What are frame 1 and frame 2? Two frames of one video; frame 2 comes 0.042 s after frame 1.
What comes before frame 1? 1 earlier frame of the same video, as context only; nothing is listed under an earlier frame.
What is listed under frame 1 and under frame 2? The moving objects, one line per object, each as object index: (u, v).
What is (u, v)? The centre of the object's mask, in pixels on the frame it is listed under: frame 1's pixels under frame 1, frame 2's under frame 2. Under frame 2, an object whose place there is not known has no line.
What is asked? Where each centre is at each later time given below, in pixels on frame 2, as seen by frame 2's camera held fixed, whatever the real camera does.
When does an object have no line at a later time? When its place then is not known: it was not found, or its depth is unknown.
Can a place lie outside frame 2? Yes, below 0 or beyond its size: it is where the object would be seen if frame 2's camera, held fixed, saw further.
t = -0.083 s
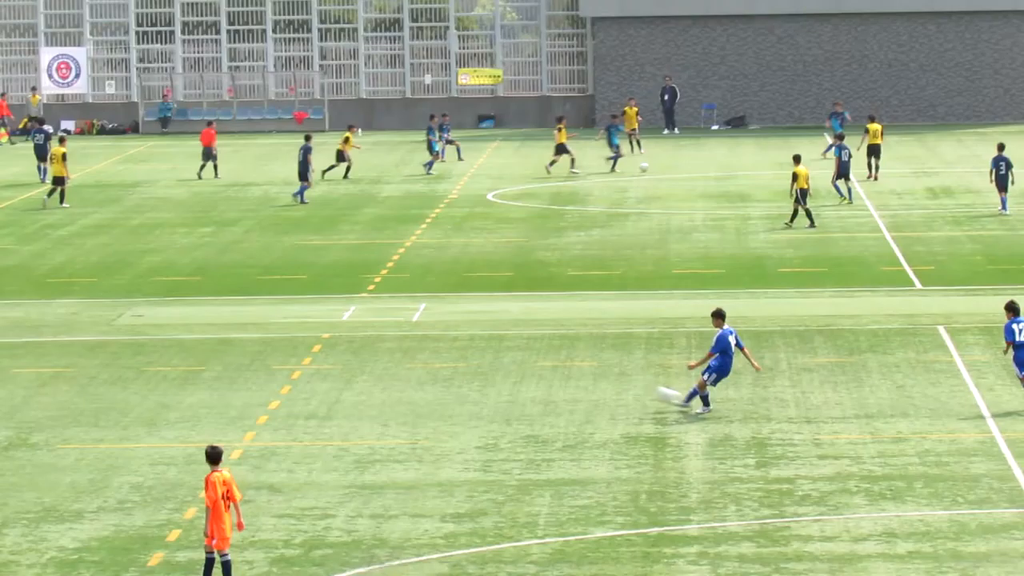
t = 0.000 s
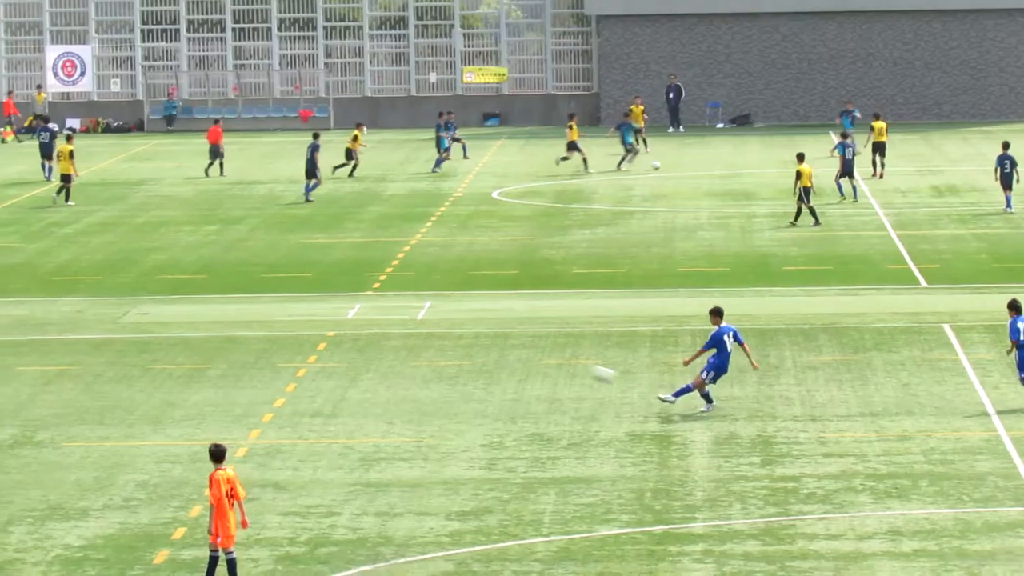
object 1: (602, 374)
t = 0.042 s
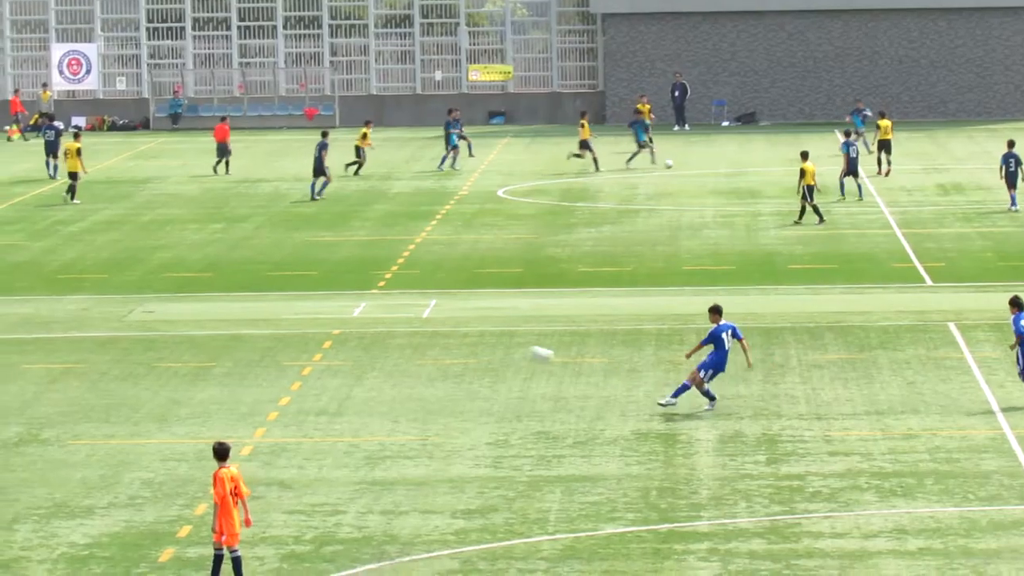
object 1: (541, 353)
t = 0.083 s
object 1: (474, 335)
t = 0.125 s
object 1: (408, 318)
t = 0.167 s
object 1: (340, 301)
